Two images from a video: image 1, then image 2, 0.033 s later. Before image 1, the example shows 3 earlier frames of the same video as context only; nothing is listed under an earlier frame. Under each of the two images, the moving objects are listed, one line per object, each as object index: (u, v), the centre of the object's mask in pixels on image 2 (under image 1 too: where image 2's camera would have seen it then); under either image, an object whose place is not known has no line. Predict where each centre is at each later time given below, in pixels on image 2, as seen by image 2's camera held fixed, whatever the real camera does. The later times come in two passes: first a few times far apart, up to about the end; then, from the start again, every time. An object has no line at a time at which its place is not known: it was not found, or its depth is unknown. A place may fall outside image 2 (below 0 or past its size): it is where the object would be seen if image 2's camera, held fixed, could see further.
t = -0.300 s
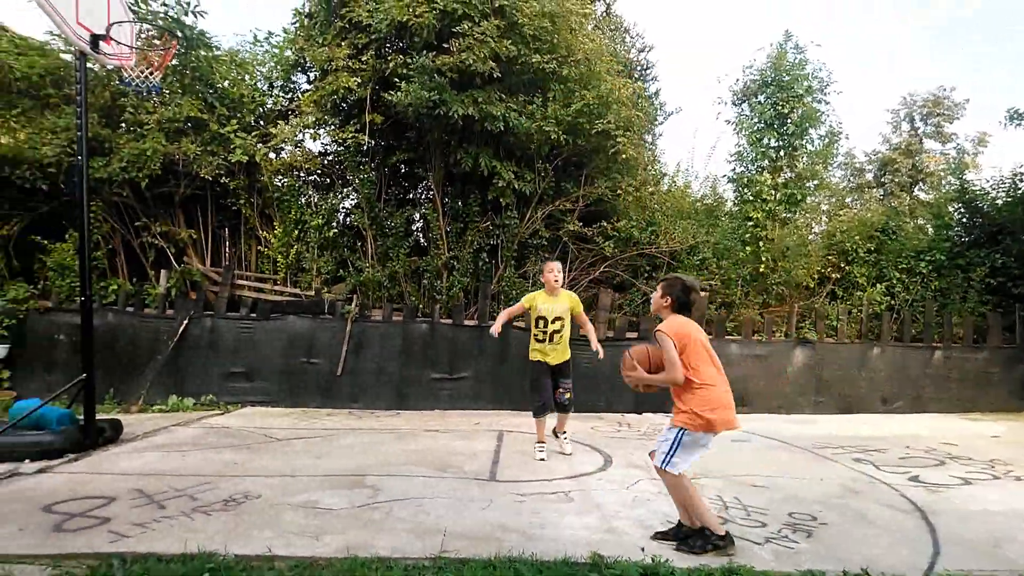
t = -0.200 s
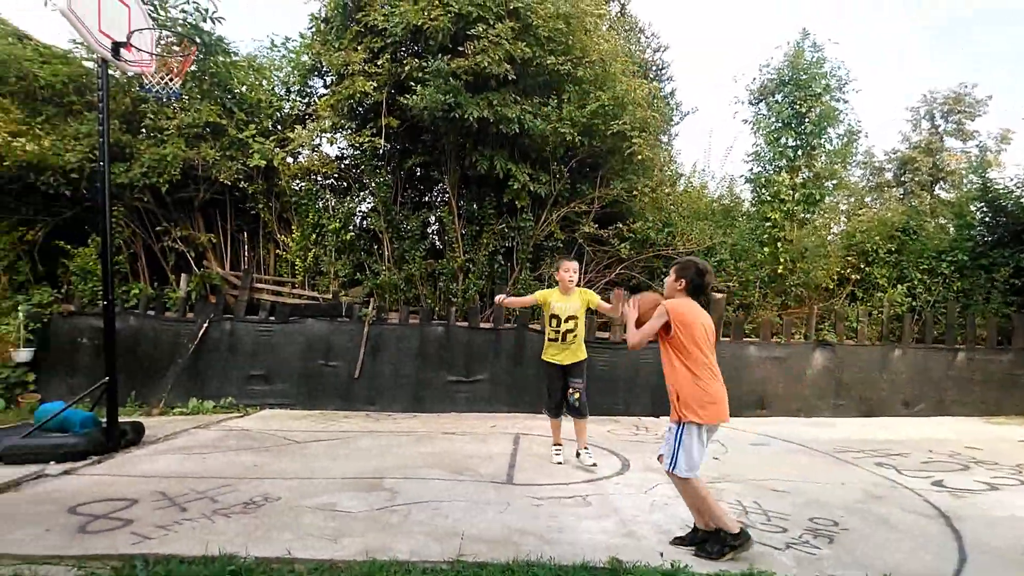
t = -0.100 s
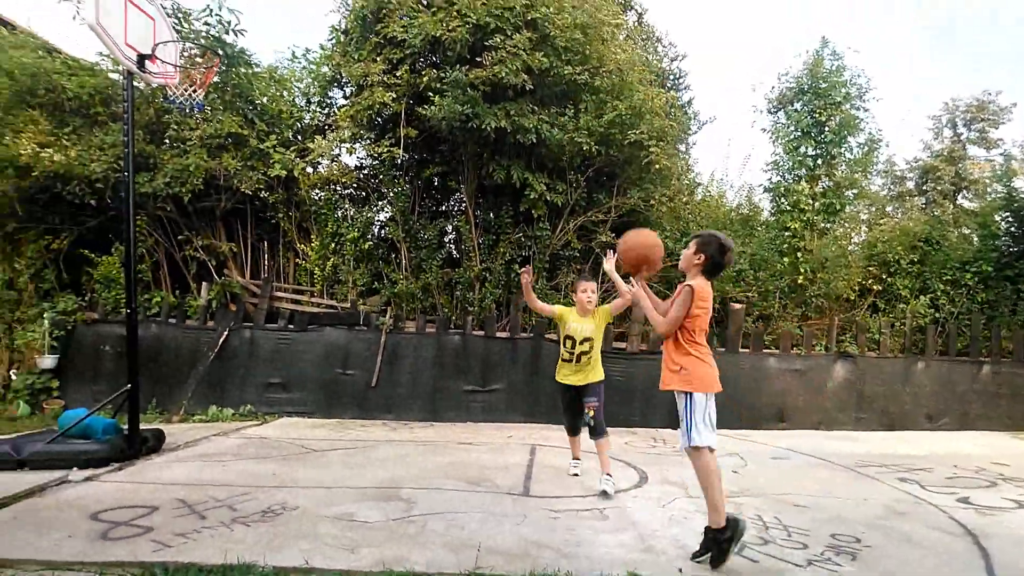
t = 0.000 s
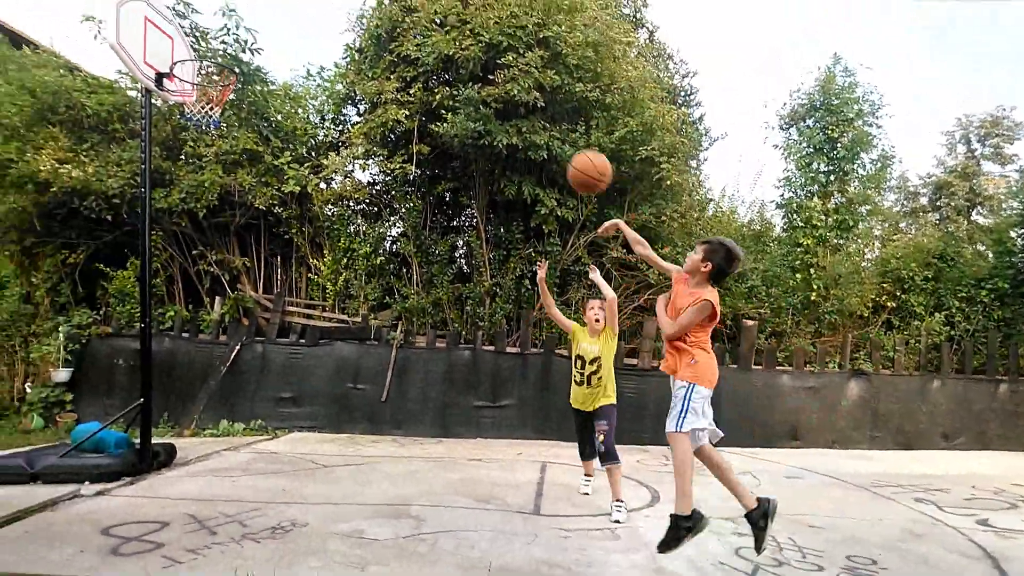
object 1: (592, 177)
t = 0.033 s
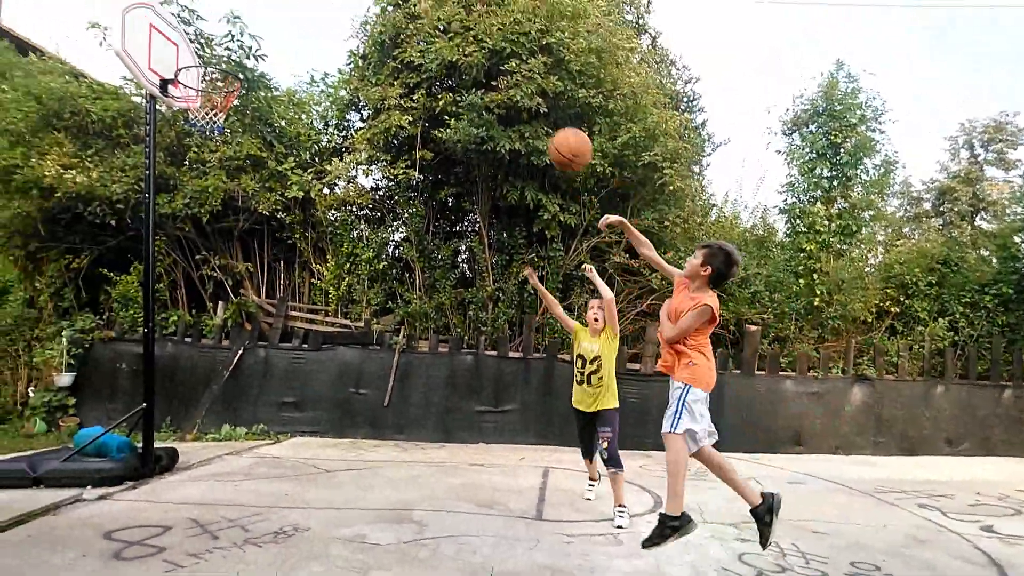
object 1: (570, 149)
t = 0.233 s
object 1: (452, 36)
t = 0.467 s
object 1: (344, 0)
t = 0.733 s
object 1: (244, 45)
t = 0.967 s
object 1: (197, 57)
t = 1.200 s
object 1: (219, 42)
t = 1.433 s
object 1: (242, 99)
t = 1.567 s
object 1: (257, 168)
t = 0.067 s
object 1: (549, 124)
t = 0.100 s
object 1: (527, 103)
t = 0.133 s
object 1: (507, 82)
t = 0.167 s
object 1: (488, 64)
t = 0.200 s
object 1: (470, 50)
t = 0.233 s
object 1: (452, 36)
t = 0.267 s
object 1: (435, 26)
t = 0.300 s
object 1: (419, 17)
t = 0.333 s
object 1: (404, 11)
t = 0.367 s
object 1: (390, 6)
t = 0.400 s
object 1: (374, 2)
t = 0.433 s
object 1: (359, 0)
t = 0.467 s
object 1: (344, 0)
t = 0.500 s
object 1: (330, 1)
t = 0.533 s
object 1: (317, 3)
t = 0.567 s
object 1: (304, 8)
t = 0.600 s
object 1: (291, 13)
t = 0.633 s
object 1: (279, 19)
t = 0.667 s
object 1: (267, 27)
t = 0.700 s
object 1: (255, 36)
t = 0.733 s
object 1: (244, 45)
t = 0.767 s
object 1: (232, 57)
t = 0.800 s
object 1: (221, 68)
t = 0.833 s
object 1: (211, 81)
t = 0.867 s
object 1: (204, 78)
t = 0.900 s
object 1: (196, 70)
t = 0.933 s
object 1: (194, 65)
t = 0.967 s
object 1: (197, 57)
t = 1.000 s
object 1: (201, 51)
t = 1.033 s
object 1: (204, 47)
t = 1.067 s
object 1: (207, 43)
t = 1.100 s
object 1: (209, 41)
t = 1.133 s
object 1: (212, 40)
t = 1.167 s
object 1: (215, 41)
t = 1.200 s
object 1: (219, 42)
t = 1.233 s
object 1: (222, 45)
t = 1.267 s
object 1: (226, 50)
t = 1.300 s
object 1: (229, 56)
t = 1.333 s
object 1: (232, 65)
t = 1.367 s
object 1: (236, 75)
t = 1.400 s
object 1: (240, 86)
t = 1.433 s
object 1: (242, 99)
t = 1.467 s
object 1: (246, 113)
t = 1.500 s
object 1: (250, 130)
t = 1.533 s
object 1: (253, 150)
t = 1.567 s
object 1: (257, 168)
